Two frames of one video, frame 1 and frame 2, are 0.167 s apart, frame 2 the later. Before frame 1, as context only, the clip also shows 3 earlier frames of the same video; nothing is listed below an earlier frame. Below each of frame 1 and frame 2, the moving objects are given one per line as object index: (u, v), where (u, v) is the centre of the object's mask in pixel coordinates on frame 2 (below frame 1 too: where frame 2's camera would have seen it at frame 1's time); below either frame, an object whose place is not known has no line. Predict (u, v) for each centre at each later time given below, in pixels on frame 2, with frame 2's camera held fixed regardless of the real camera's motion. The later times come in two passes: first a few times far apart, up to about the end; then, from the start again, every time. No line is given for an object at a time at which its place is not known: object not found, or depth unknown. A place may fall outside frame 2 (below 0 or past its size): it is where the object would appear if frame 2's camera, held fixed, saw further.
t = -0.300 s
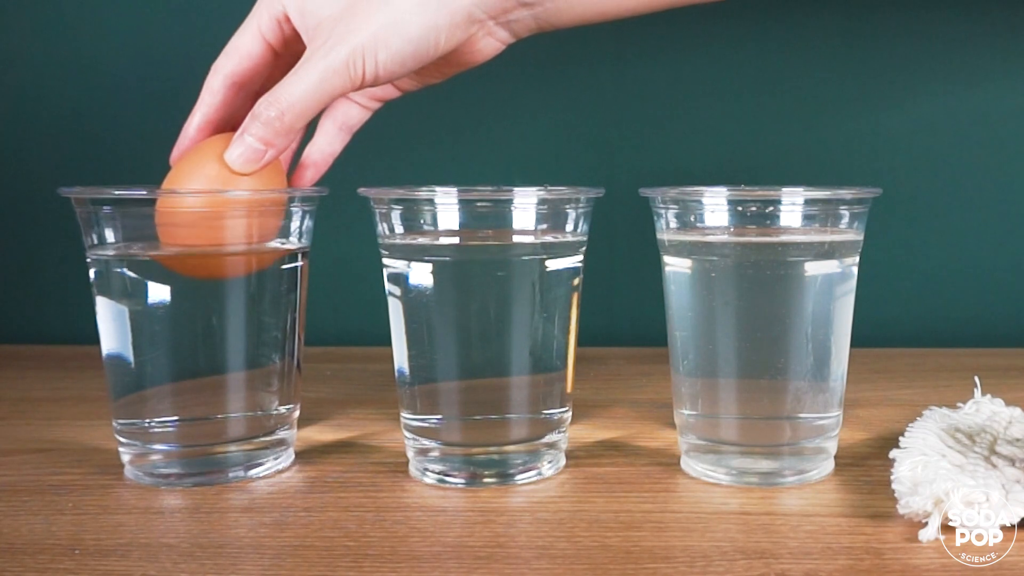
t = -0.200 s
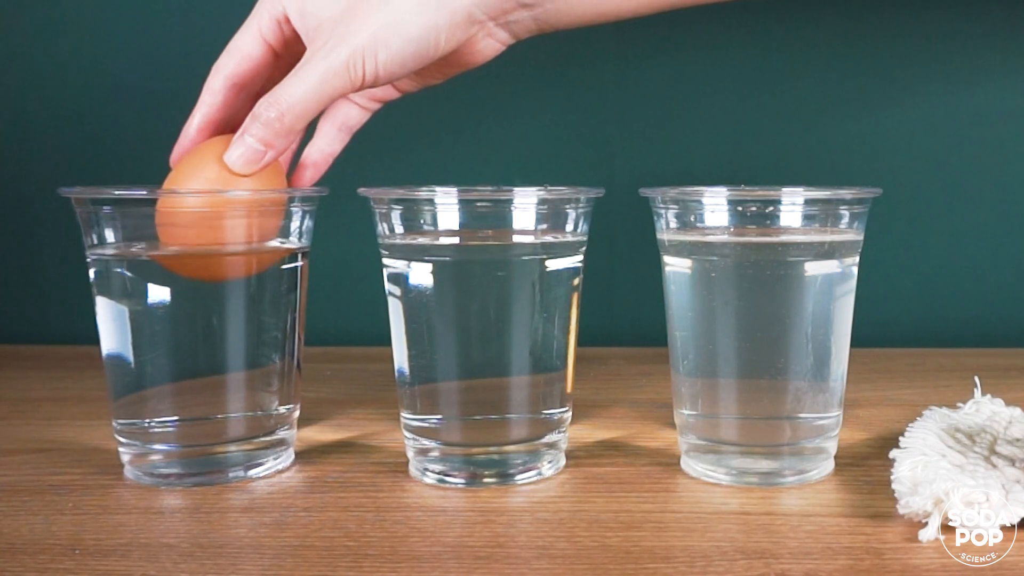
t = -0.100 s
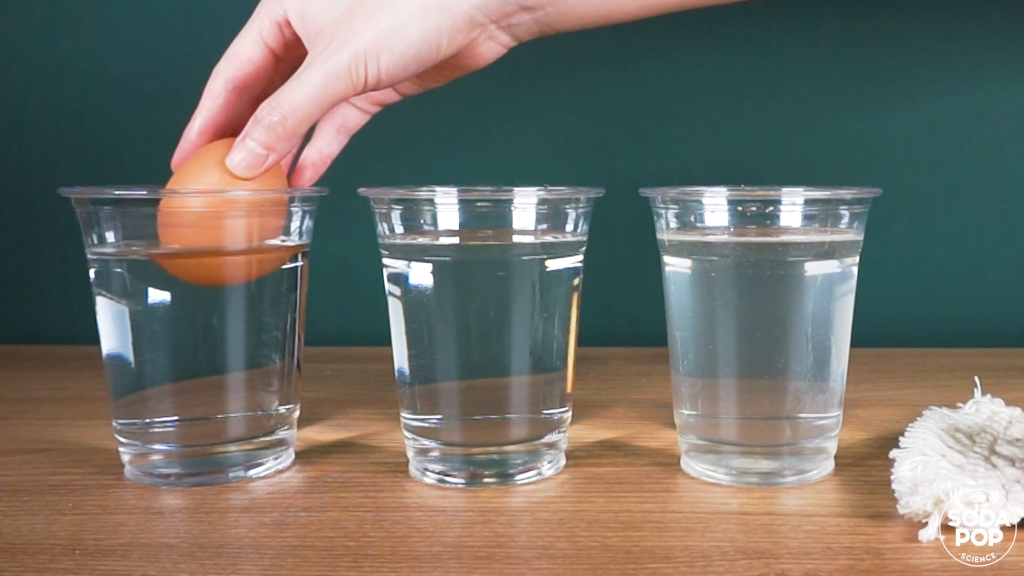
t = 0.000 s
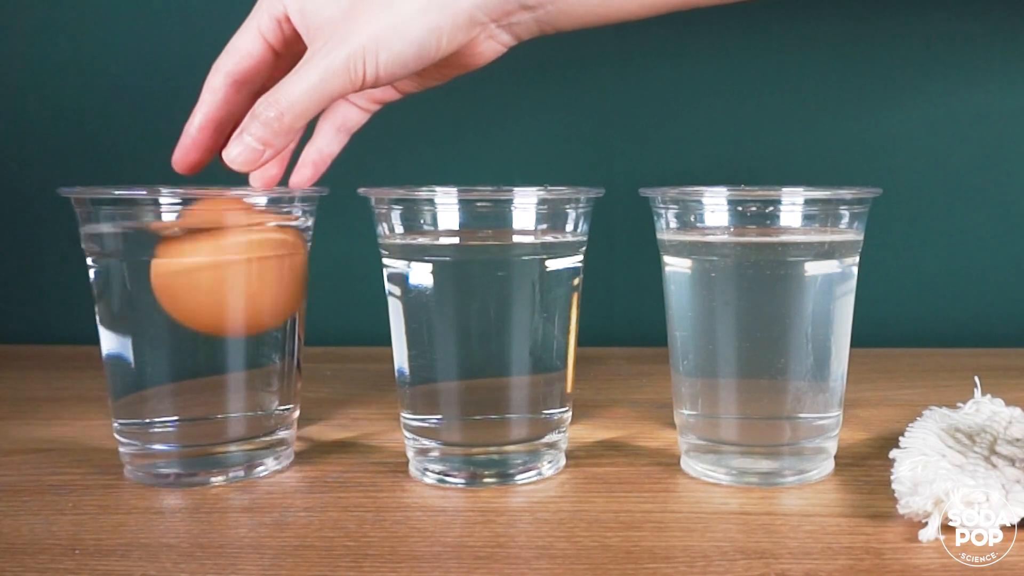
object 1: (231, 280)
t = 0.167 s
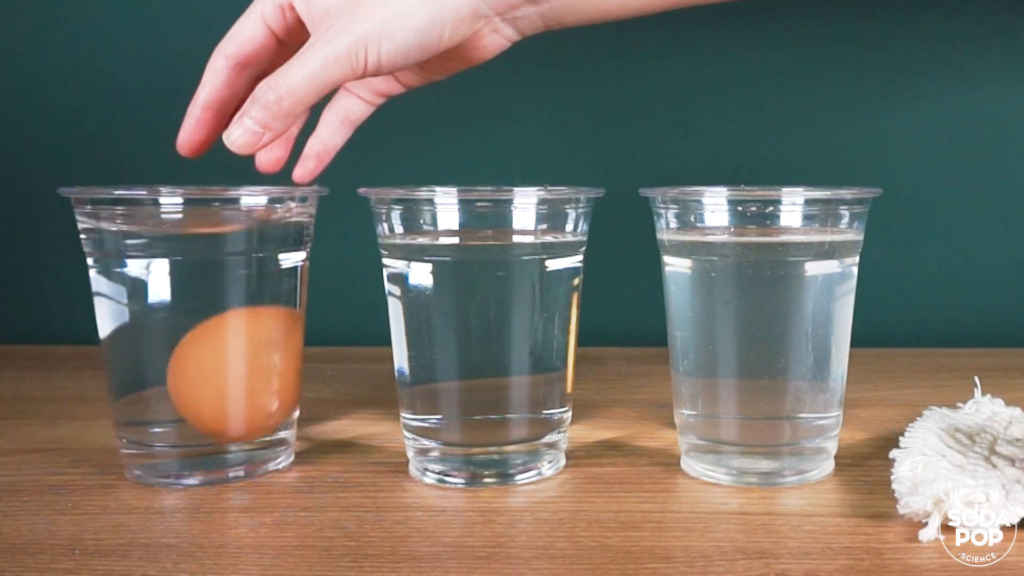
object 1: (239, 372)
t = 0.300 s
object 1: (217, 402)
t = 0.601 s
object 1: (190, 401)
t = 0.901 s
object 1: (188, 400)
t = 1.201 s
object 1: (187, 400)
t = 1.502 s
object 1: (183, 402)
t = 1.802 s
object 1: (182, 403)
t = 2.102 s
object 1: (186, 402)
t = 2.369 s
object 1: (190, 401)
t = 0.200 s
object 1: (234, 387)
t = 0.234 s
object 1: (229, 400)
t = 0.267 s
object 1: (222, 401)
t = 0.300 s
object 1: (217, 402)
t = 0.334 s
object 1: (211, 401)
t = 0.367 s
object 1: (207, 400)
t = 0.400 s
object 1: (202, 398)
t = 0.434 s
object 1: (200, 398)
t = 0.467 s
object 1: (197, 397)
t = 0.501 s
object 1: (195, 398)
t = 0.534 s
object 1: (193, 399)
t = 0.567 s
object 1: (191, 399)
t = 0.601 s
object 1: (190, 401)
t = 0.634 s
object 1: (190, 402)
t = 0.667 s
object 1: (190, 405)
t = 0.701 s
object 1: (189, 407)
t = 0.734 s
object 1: (189, 405)
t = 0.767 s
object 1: (188, 403)
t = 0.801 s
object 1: (188, 403)
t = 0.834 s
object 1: (188, 402)
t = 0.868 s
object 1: (188, 401)
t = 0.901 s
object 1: (188, 400)
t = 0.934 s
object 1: (188, 400)
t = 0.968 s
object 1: (188, 400)
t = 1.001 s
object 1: (188, 399)
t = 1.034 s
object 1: (188, 399)
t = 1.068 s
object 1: (188, 399)
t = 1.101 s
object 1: (188, 399)
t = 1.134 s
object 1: (187, 399)
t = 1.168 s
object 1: (187, 400)
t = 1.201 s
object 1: (187, 400)
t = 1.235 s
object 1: (186, 400)
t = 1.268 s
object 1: (185, 400)
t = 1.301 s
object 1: (185, 401)
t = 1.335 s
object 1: (184, 401)
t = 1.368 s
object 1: (184, 401)
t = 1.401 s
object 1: (183, 401)
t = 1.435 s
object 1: (183, 402)
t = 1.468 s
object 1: (183, 402)
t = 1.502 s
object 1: (183, 402)
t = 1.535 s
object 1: (182, 402)
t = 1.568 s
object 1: (182, 402)
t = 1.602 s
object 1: (182, 403)
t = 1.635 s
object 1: (181, 403)
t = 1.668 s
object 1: (181, 403)
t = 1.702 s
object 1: (182, 403)
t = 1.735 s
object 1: (182, 403)
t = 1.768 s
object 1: (182, 403)
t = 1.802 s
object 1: (182, 403)
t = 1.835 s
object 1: (182, 403)
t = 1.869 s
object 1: (183, 403)
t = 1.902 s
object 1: (183, 403)
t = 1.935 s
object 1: (183, 403)
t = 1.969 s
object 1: (184, 403)
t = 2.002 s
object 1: (184, 403)
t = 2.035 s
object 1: (185, 403)
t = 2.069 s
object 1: (185, 402)
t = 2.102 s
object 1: (186, 402)
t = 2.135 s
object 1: (186, 402)
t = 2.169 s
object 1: (186, 402)
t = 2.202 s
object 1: (187, 402)
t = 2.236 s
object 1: (187, 402)
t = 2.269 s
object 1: (188, 402)
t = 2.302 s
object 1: (188, 401)
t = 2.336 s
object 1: (189, 401)
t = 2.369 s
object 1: (190, 401)
